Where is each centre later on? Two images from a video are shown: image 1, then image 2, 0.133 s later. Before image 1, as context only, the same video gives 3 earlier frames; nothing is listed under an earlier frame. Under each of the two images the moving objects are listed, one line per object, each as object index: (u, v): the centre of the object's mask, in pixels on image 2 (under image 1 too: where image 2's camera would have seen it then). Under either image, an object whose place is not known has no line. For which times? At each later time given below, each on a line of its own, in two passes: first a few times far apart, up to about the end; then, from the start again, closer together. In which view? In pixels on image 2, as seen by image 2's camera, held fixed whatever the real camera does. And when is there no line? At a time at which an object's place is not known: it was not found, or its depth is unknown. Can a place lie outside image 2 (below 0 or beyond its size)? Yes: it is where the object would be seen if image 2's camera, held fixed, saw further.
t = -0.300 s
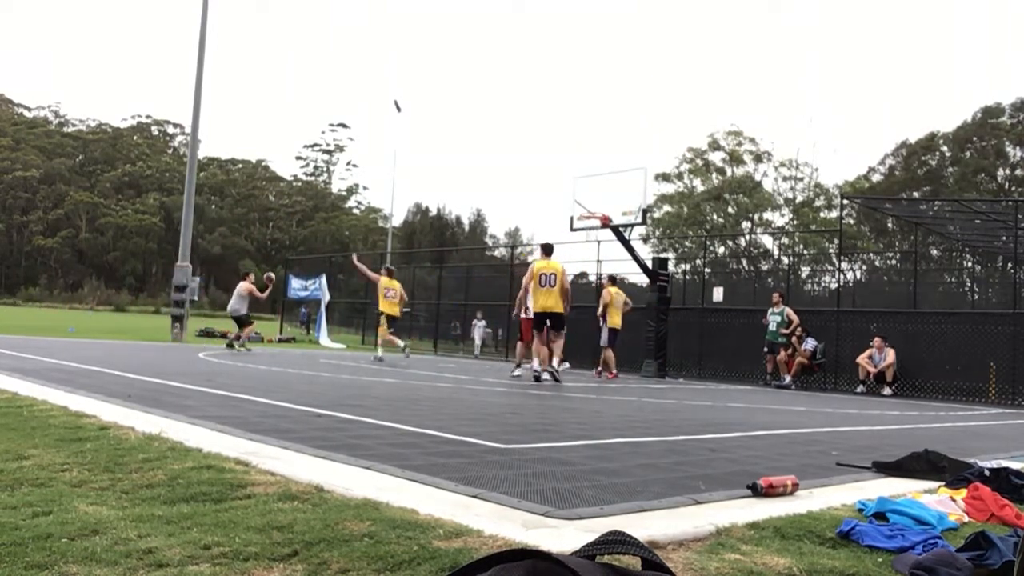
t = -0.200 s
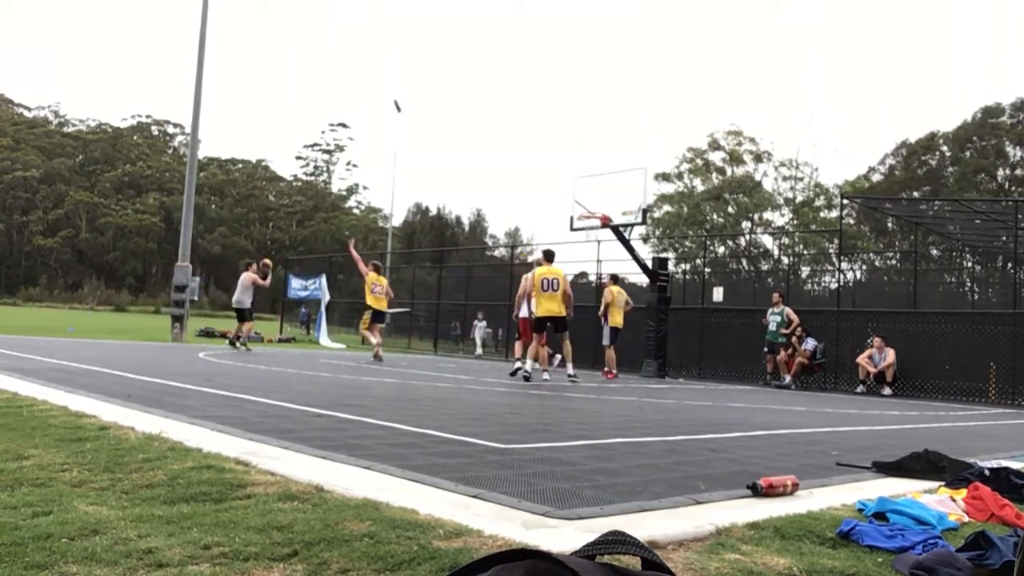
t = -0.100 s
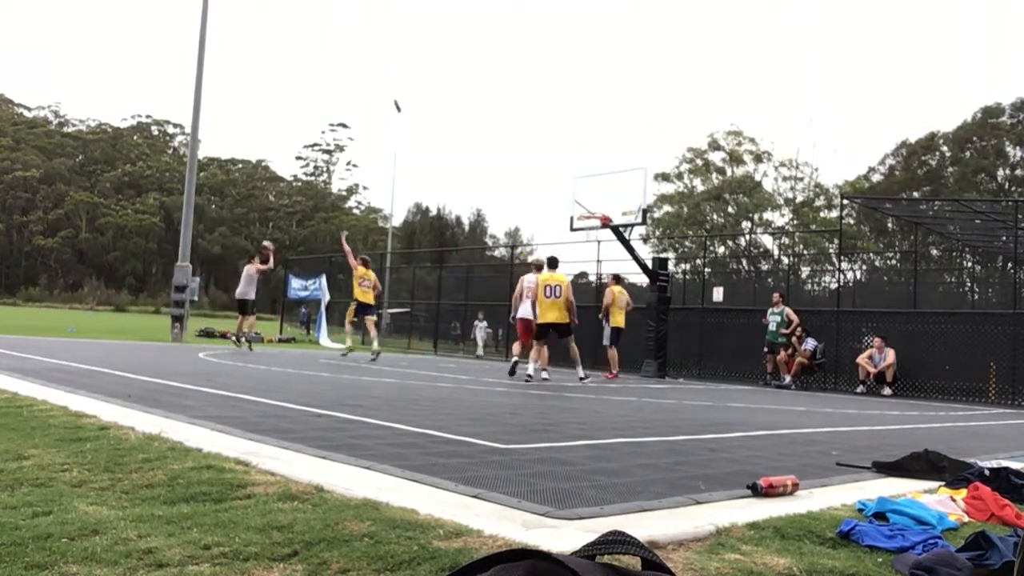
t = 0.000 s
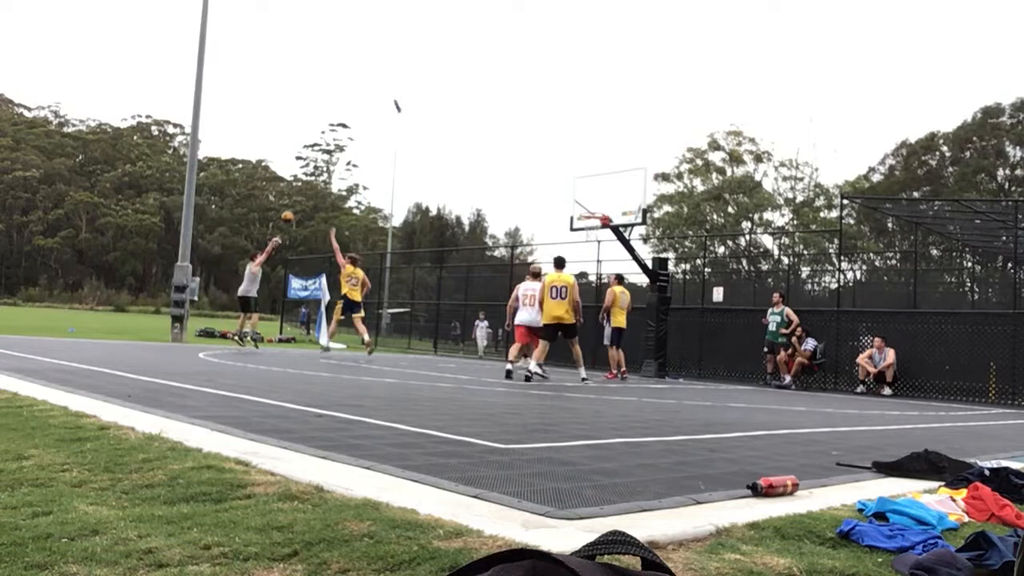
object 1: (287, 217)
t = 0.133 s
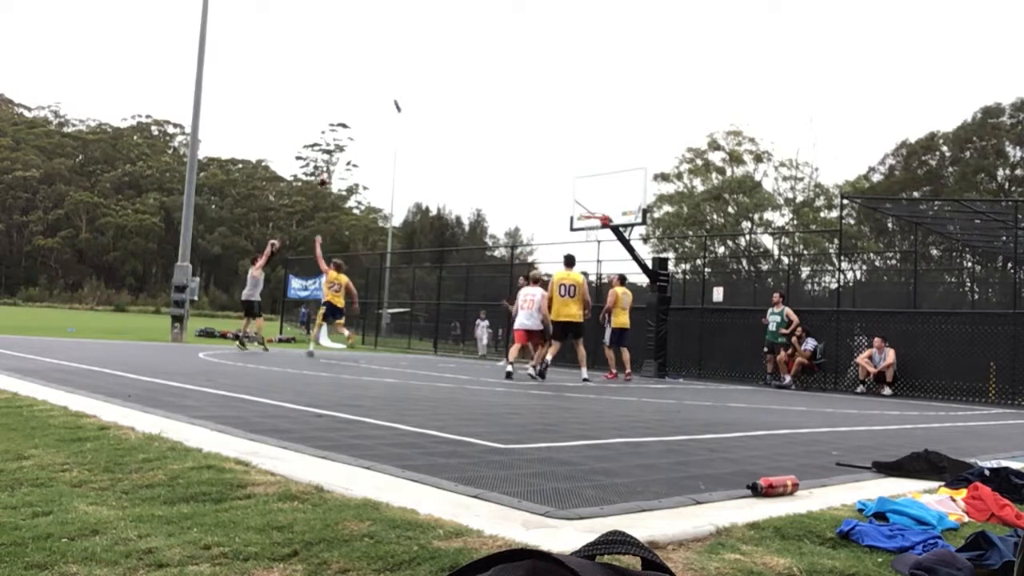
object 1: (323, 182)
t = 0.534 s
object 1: (419, 124)
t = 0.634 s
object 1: (443, 121)
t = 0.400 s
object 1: (387, 134)
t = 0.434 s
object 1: (395, 130)
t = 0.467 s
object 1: (402, 128)
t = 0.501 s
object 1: (411, 126)
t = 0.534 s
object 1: (419, 124)
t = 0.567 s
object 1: (427, 122)
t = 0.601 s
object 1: (435, 121)
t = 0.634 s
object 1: (443, 121)
